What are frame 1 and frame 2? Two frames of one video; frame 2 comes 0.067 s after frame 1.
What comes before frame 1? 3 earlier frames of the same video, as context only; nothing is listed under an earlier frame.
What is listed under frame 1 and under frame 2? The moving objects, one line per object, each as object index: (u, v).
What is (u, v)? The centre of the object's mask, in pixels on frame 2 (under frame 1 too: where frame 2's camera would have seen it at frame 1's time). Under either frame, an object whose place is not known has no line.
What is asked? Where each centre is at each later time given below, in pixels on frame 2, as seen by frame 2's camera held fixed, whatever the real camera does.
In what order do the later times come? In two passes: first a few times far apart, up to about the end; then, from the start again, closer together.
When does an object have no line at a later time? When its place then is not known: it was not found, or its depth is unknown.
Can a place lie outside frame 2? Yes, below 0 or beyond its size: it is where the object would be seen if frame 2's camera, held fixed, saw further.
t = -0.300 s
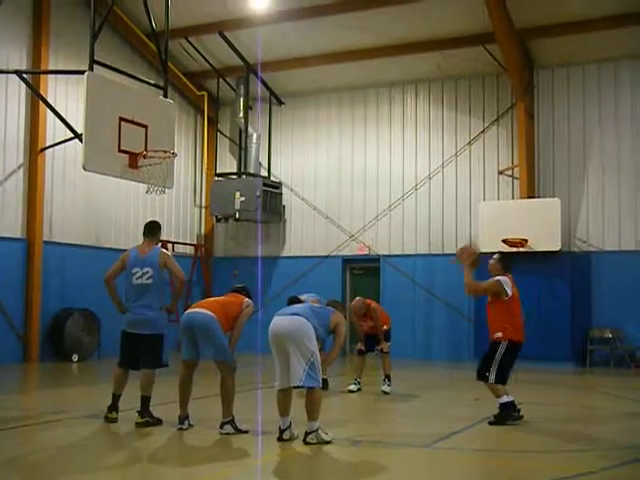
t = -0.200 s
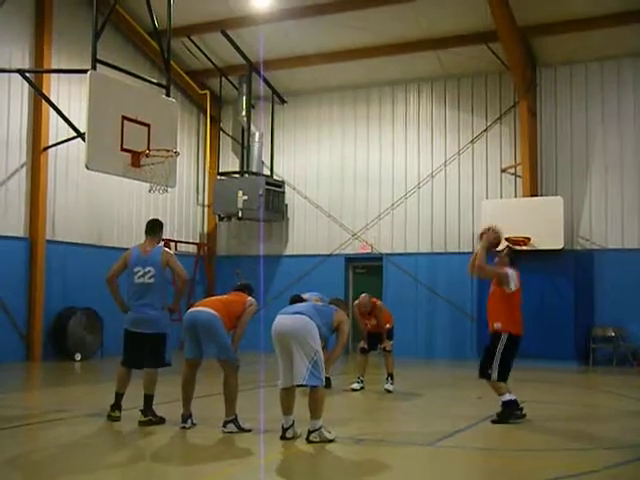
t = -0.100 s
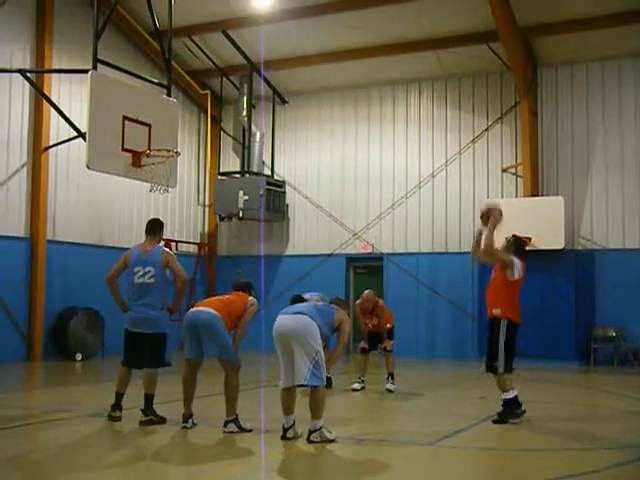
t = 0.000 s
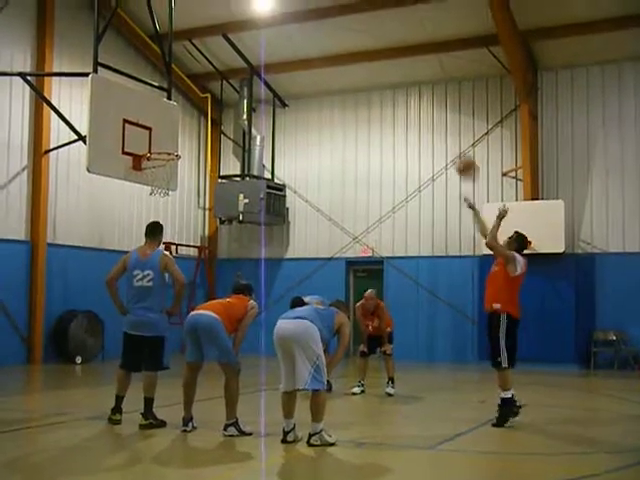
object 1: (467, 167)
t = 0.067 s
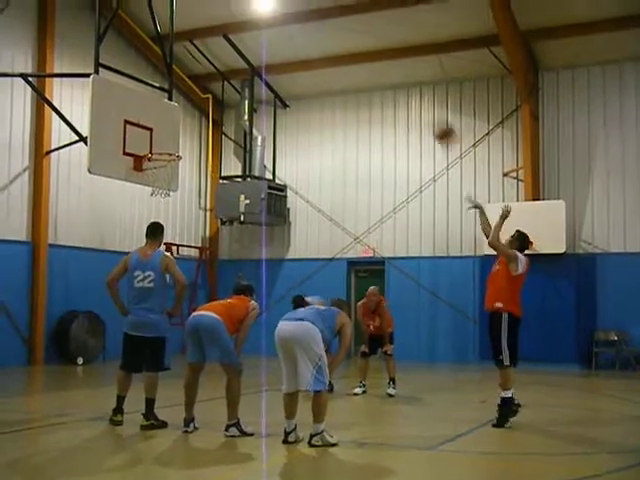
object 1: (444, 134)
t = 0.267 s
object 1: (382, 64)
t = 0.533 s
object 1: (306, 27)
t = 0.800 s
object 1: (238, 47)
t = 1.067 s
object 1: (175, 119)
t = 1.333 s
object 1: (197, 137)
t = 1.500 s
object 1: (239, 142)
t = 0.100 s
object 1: (435, 120)
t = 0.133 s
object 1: (423, 104)
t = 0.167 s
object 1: (411, 92)
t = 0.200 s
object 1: (403, 82)
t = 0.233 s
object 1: (391, 71)
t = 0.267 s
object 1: (382, 64)
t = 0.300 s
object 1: (374, 55)
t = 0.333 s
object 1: (362, 44)
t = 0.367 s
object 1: (352, 40)
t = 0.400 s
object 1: (343, 36)
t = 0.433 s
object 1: (334, 32)
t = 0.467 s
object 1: (323, 29)
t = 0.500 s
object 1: (315, 27)
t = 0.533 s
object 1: (306, 27)
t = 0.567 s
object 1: (298, 27)
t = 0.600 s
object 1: (288, 28)
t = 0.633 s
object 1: (279, 28)
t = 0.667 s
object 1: (271, 31)
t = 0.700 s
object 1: (263, 34)
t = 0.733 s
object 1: (255, 37)
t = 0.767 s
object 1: (246, 42)
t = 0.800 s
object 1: (238, 47)
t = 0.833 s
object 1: (231, 54)
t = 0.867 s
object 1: (225, 62)
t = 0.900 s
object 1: (217, 65)
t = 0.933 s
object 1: (212, 72)
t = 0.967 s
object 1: (199, 84)
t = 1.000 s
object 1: (191, 96)
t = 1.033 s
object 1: (182, 108)
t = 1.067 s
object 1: (175, 119)
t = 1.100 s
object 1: (167, 131)
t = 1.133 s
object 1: (160, 146)
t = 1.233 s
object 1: (170, 146)
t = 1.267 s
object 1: (179, 142)
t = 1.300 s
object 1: (187, 139)
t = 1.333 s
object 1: (197, 137)
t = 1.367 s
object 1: (202, 137)
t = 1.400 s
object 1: (213, 137)
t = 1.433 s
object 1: (224, 137)
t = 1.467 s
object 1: (230, 139)
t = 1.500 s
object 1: (239, 142)
